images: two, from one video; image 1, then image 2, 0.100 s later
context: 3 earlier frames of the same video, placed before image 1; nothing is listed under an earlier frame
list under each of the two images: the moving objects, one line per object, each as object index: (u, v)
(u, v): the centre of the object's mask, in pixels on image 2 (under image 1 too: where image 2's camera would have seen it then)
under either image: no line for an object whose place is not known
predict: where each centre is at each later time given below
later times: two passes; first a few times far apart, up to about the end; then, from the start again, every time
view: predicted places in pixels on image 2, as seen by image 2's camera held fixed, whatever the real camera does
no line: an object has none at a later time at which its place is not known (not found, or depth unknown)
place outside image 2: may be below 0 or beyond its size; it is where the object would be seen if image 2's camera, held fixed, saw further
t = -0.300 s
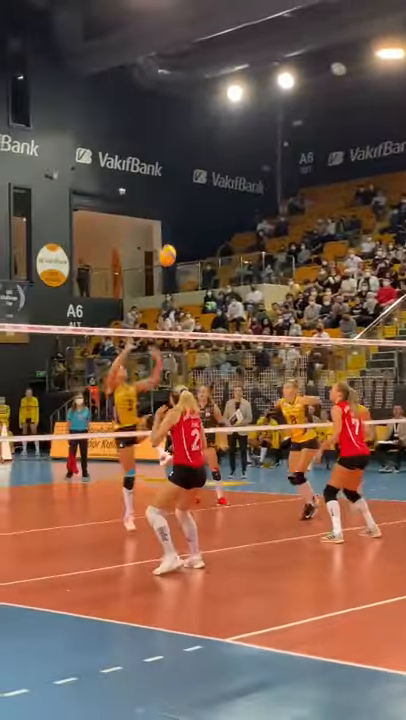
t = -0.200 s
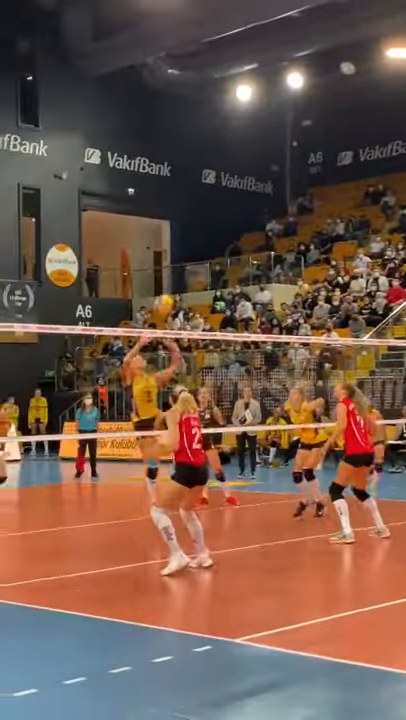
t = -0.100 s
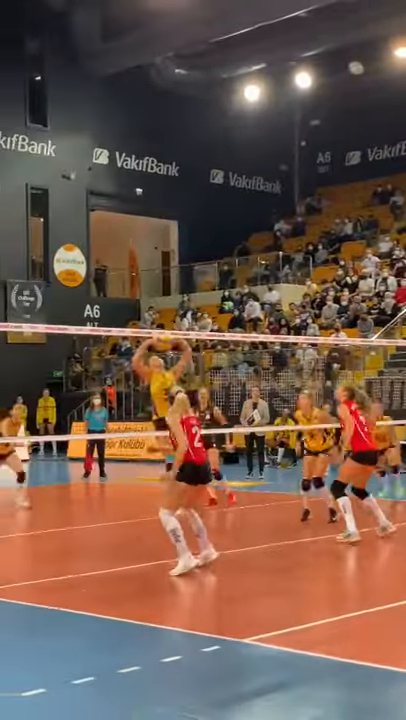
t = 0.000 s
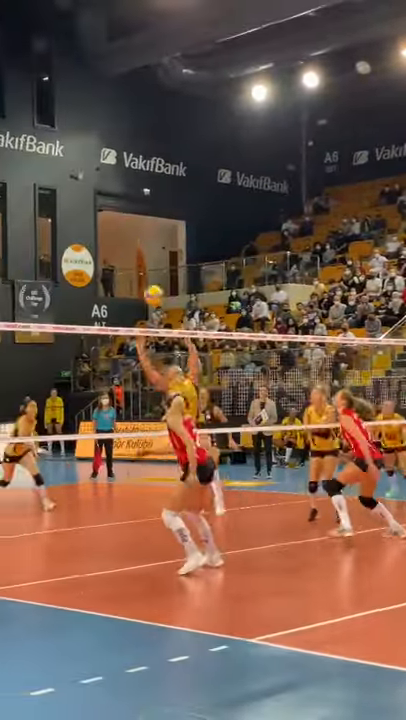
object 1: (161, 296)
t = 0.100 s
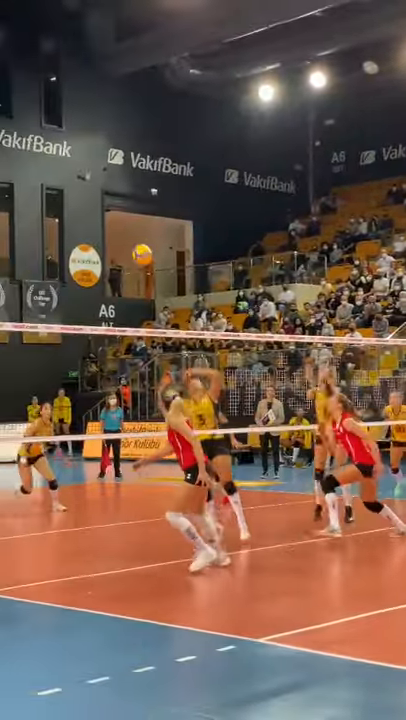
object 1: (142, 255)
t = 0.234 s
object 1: (118, 214)
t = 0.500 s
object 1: (70, 180)
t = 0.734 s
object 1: (27, 205)
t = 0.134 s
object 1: (136, 243)
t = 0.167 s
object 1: (131, 232)
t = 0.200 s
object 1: (124, 223)
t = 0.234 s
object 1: (118, 214)
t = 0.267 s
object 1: (112, 206)
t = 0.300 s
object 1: (106, 200)
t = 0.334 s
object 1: (100, 194)
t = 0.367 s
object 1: (94, 189)
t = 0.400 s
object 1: (88, 186)
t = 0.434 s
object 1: (83, 182)
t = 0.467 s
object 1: (77, 180)
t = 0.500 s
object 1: (70, 180)
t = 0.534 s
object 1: (64, 180)
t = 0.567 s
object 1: (58, 182)
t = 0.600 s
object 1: (52, 184)
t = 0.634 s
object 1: (46, 188)
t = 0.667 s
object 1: (40, 192)
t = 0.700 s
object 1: (34, 198)
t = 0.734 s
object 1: (27, 205)
